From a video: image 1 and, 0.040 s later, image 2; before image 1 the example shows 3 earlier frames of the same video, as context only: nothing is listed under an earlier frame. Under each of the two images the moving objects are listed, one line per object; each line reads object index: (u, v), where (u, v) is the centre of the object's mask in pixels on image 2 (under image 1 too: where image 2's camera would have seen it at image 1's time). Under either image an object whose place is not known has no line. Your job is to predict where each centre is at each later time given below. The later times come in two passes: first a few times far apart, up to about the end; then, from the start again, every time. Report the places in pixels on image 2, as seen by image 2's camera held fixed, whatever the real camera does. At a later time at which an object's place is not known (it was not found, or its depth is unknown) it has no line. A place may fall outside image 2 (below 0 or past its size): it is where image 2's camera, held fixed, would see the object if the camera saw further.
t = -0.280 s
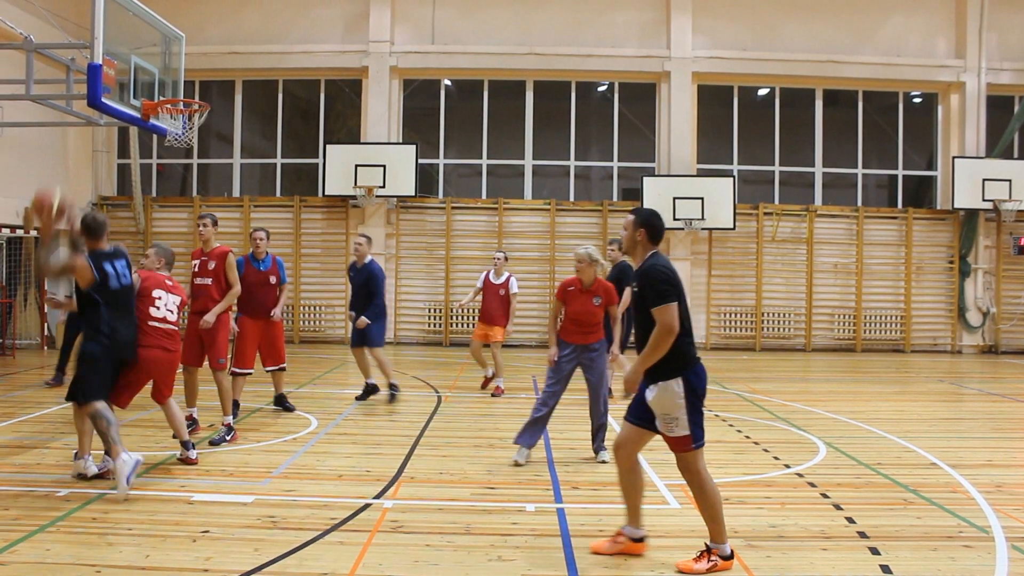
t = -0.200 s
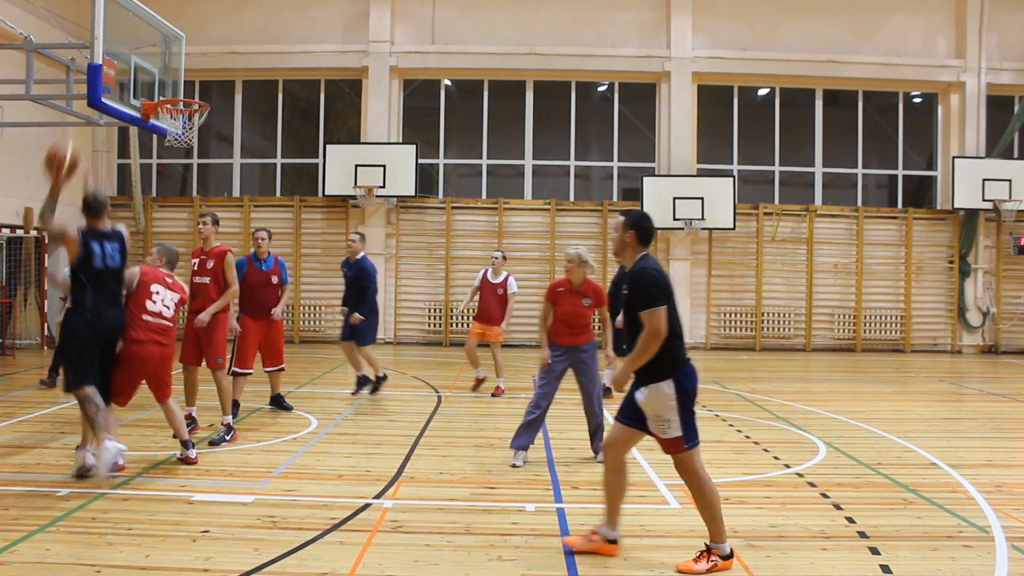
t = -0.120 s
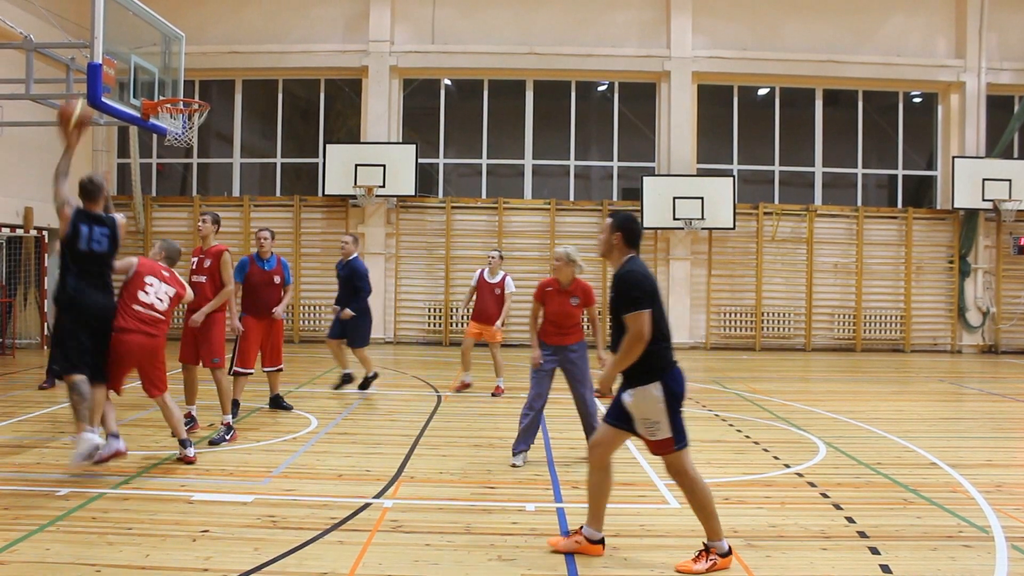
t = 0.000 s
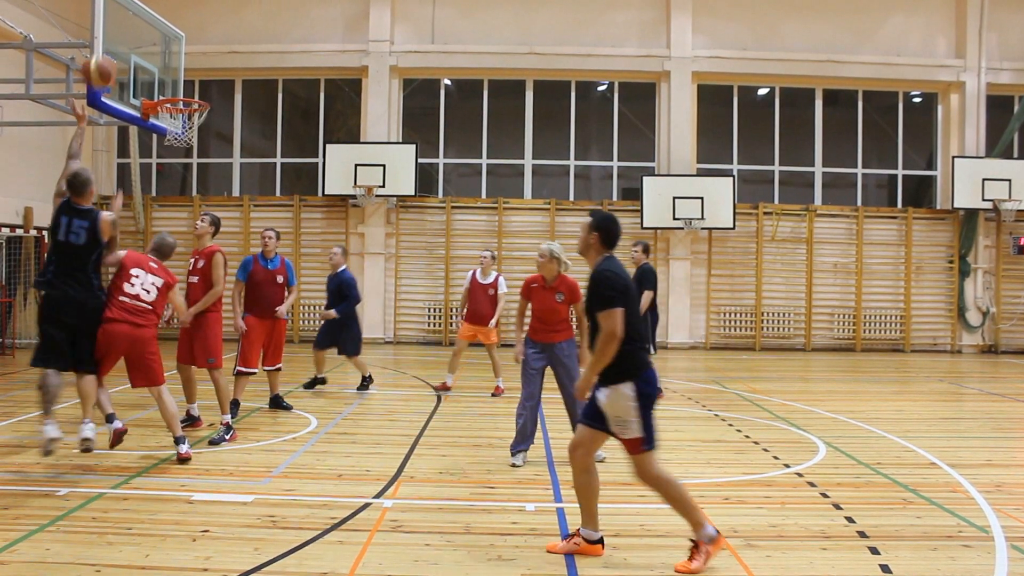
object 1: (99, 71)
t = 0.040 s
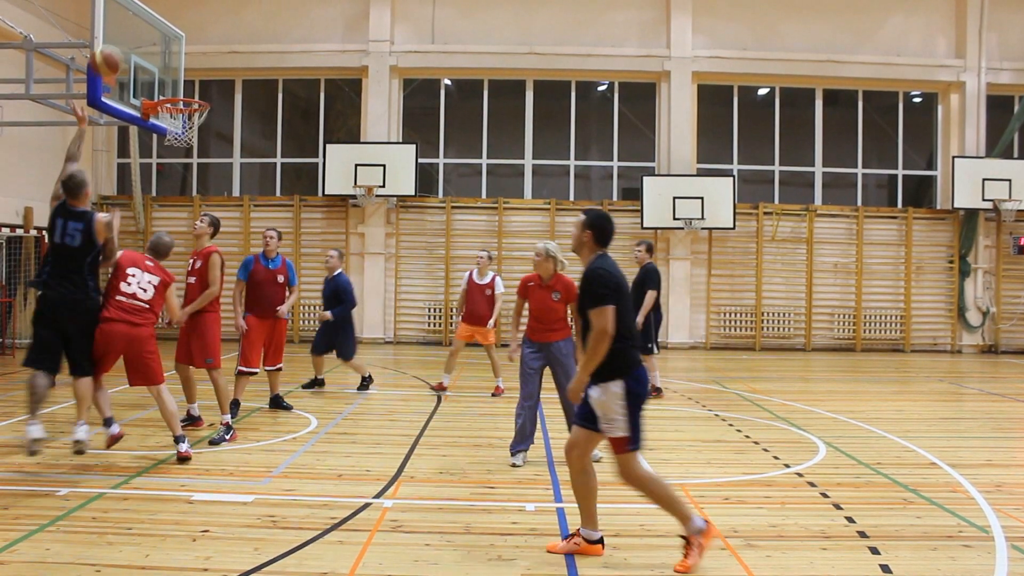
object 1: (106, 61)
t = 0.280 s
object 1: (148, 46)
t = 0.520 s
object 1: (180, 88)
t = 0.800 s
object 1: (179, 61)
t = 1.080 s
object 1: (178, 125)
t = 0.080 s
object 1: (114, 53)
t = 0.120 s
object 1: (121, 48)
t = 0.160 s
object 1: (128, 45)
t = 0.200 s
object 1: (135, 44)
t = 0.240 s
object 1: (142, 44)
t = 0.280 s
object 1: (148, 46)
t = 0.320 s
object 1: (154, 50)
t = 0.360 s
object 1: (160, 55)
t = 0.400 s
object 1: (165, 62)
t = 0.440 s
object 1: (171, 71)
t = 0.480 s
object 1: (176, 82)
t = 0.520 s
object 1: (180, 88)
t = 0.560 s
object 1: (179, 79)
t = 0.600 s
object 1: (179, 72)
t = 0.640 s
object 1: (180, 67)
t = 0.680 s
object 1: (180, 63)
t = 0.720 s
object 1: (180, 60)
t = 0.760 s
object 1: (180, 60)
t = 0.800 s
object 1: (179, 61)
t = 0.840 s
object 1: (179, 63)
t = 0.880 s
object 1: (179, 69)
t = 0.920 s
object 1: (179, 75)
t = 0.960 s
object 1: (179, 83)
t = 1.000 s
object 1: (179, 95)
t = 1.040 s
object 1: (178, 108)
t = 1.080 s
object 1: (178, 125)
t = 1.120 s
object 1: (179, 143)
